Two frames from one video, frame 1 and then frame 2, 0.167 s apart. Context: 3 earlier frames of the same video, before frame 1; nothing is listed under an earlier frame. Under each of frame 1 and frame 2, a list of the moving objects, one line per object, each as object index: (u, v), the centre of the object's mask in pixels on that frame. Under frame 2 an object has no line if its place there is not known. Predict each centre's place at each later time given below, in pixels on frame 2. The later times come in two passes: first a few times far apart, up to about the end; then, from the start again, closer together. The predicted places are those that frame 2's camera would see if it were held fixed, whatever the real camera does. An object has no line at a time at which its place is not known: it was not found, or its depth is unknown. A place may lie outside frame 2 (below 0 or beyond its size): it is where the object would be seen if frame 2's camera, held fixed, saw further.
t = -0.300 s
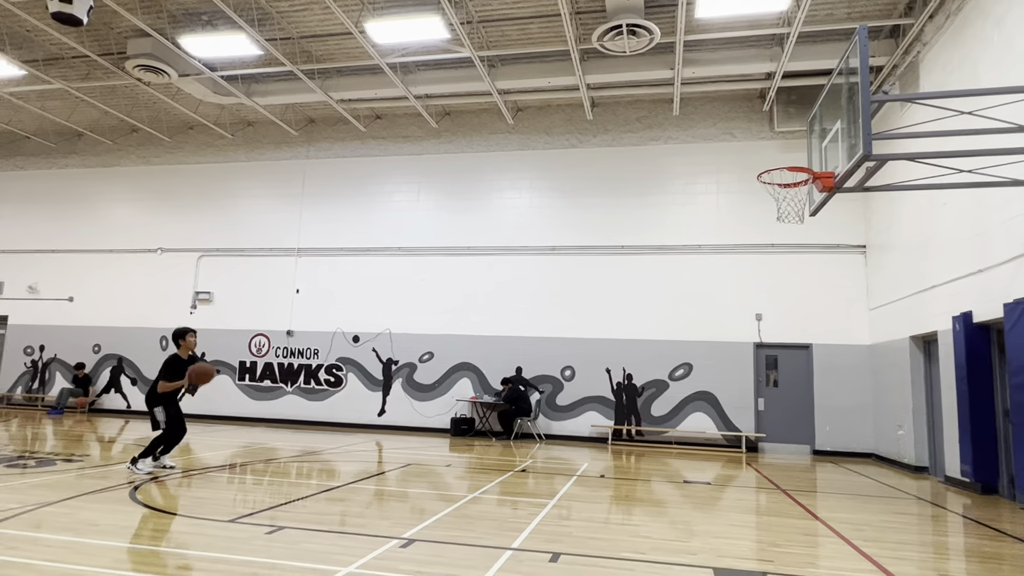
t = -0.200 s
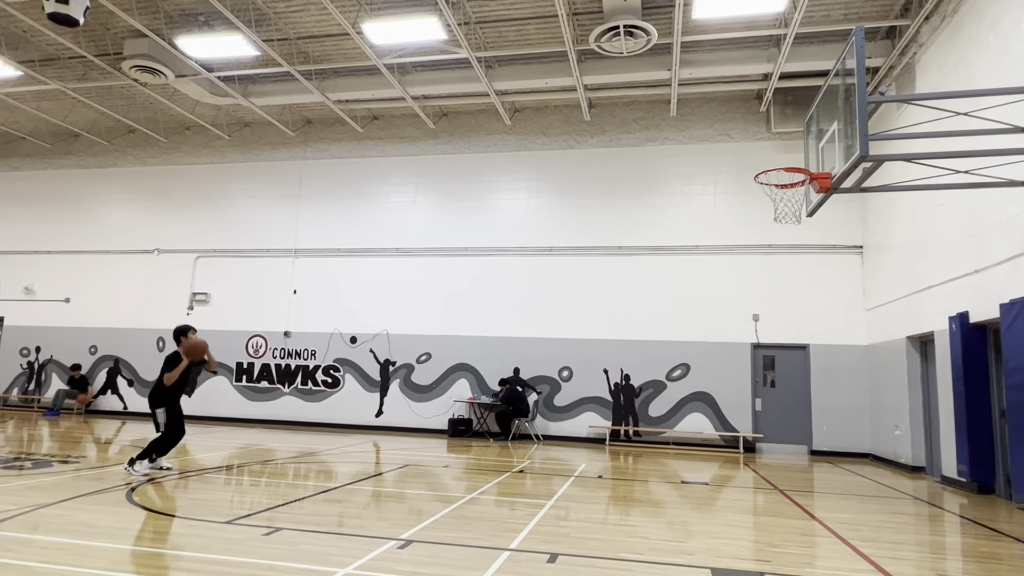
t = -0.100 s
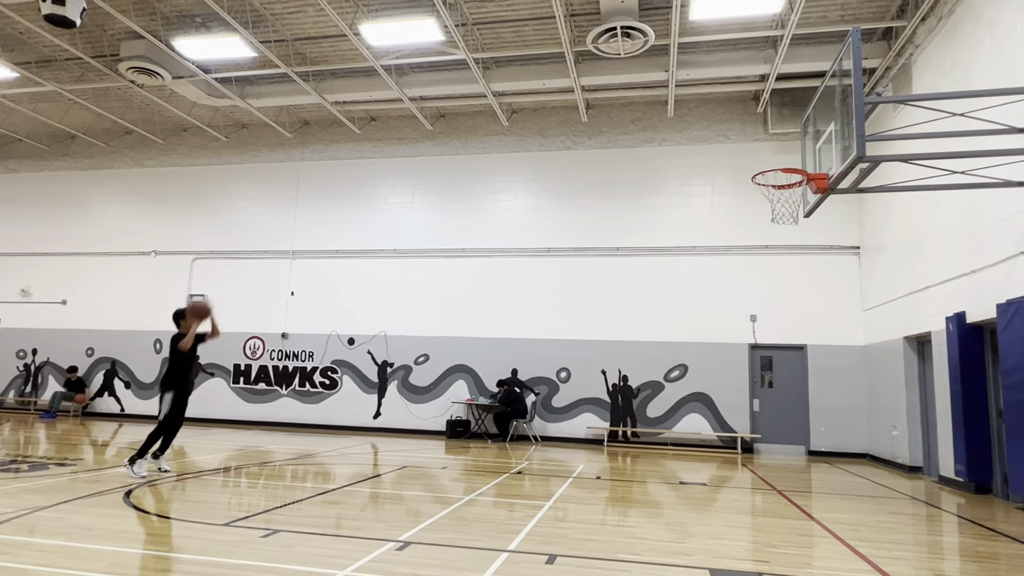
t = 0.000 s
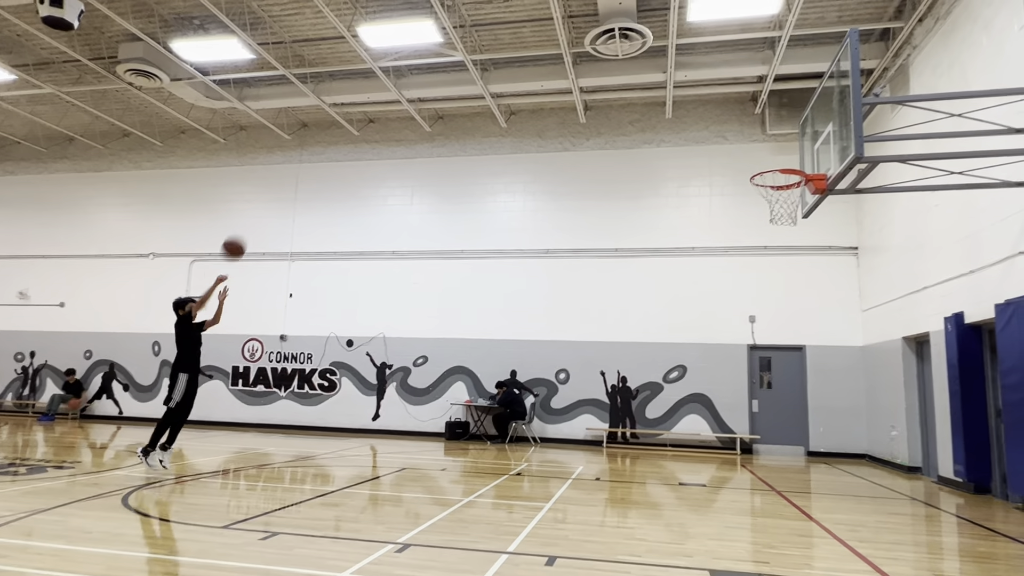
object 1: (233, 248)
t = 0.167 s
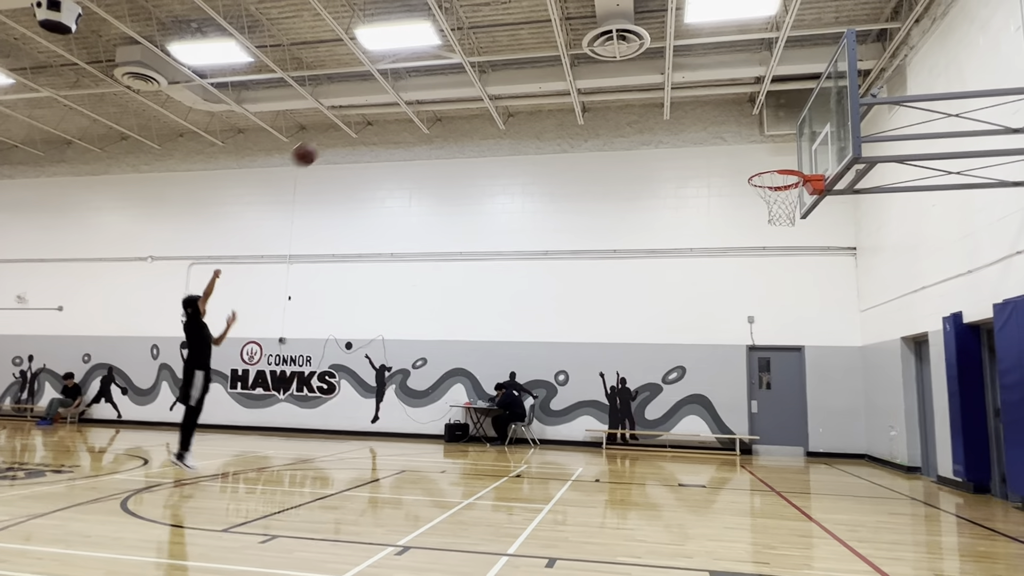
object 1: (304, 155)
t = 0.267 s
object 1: (346, 109)
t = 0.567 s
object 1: (471, 26)
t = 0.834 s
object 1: (580, 18)
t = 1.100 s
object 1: (695, 75)
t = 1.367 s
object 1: (763, 176)
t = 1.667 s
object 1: (762, 165)
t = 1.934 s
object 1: (761, 153)
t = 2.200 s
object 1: (759, 206)
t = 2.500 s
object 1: (760, 375)
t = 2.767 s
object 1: (755, 448)
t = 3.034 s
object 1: (741, 304)
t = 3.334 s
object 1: (727, 256)
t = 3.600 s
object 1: (717, 313)
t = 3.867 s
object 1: (709, 492)
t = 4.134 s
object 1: (697, 415)
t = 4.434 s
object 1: (687, 340)
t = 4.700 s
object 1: (680, 399)
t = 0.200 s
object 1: (319, 139)
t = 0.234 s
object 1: (332, 124)
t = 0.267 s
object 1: (346, 109)
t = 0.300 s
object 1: (360, 96)
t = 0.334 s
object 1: (374, 85)
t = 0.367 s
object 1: (389, 73)
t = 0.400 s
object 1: (402, 64)
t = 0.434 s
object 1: (416, 55)
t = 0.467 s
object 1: (430, 48)
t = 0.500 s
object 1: (444, 38)
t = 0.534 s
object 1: (457, 31)
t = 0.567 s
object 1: (471, 26)
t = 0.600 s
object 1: (484, 22)
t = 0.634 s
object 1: (498, 18)
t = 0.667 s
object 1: (511, 16)
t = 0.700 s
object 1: (525, 14)
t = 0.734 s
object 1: (539, 14)
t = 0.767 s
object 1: (552, 14)
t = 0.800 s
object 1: (567, 16)
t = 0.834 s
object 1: (580, 18)
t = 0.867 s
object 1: (595, 22)
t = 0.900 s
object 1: (608, 26)
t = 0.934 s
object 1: (623, 32)
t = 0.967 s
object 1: (637, 39)
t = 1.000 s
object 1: (653, 47)
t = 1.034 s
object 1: (667, 56)
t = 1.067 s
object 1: (681, 65)
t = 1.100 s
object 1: (695, 75)
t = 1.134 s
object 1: (711, 89)
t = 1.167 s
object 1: (726, 102)
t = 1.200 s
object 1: (739, 115)
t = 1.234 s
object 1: (755, 132)
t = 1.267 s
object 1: (772, 149)
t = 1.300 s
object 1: (788, 169)
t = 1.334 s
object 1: (776, 177)
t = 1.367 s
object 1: (763, 176)
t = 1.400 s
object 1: (778, 169)
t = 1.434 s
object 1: (792, 162)
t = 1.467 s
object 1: (805, 161)
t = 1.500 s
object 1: (796, 161)
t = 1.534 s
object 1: (783, 166)
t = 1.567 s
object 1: (770, 172)
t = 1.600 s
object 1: (761, 174)
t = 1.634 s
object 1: (762, 169)
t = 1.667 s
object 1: (762, 165)
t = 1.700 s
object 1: (763, 162)
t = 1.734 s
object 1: (763, 161)
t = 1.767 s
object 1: (763, 160)
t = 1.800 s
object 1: (763, 157)
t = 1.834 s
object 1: (763, 154)
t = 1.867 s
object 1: (762, 153)
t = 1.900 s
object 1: (761, 153)
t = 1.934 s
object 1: (761, 153)
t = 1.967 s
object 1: (761, 156)
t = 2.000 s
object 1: (760, 159)
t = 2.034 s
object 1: (760, 164)
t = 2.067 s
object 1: (760, 170)
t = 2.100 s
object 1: (759, 177)
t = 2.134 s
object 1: (759, 185)
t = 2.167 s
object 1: (759, 195)
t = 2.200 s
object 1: (759, 206)
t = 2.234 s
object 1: (758, 218)
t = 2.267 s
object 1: (759, 232)
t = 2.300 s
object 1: (759, 248)
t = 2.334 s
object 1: (759, 264)
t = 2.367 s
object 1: (759, 283)
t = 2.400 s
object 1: (759, 303)
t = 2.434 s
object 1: (759, 325)
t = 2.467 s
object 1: (760, 350)
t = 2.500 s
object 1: (760, 375)
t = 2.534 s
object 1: (760, 402)
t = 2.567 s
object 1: (761, 431)
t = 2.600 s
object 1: (762, 463)
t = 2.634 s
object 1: (761, 497)
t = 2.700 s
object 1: (759, 499)
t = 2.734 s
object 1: (758, 472)
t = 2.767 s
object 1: (755, 448)
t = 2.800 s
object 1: (753, 425)
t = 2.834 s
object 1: (751, 403)
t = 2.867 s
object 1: (749, 383)
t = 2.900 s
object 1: (748, 364)
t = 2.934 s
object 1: (746, 347)
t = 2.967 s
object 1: (744, 332)
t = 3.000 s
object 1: (742, 317)
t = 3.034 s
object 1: (741, 304)
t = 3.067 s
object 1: (739, 293)
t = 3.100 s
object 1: (737, 284)
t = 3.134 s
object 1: (736, 275)
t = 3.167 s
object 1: (734, 268)
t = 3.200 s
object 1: (733, 263)
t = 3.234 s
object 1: (731, 260)
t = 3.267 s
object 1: (730, 257)
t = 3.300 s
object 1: (728, 256)
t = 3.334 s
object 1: (727, 256)
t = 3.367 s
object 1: (726, 258)
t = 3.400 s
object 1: (725, 262)
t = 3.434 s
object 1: (723, 267)
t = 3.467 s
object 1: (722, 273)
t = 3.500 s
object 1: (721, 281)
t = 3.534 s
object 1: (719, 289)
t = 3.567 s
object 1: (718, 300)
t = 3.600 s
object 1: (717, 313)
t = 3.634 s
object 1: (716, 328)
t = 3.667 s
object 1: (715, 345)
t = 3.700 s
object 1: (714, 363)
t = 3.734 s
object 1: (713, 383)
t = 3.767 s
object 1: (711, 406)
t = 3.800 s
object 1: (711, 431)
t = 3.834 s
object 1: (709, 461)
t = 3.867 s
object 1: (709, 492)
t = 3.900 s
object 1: (708, 521)
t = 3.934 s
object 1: (707, 552)
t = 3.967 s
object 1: (705, 526)
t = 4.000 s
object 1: (704, 503)
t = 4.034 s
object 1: (703, 479)
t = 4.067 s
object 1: (701, 455)
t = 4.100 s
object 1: (699, 435)
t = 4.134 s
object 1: (697, 415)
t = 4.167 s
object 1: (697, 402)
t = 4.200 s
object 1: (696, 389)
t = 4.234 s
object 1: (695, 376)
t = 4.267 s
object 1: (693, 366)
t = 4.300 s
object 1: (692, 357)
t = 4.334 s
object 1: (691, 350)
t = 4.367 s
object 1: (690, 345)
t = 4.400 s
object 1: (688, 342)
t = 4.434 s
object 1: (687, 340)
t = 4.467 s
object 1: (686, 341)
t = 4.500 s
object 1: (685, 343)
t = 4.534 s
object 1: (684, 347)
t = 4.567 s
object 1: (684, 354)
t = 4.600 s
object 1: (682, 361)
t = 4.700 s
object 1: (680, 399)
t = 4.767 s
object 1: (677, 433)
